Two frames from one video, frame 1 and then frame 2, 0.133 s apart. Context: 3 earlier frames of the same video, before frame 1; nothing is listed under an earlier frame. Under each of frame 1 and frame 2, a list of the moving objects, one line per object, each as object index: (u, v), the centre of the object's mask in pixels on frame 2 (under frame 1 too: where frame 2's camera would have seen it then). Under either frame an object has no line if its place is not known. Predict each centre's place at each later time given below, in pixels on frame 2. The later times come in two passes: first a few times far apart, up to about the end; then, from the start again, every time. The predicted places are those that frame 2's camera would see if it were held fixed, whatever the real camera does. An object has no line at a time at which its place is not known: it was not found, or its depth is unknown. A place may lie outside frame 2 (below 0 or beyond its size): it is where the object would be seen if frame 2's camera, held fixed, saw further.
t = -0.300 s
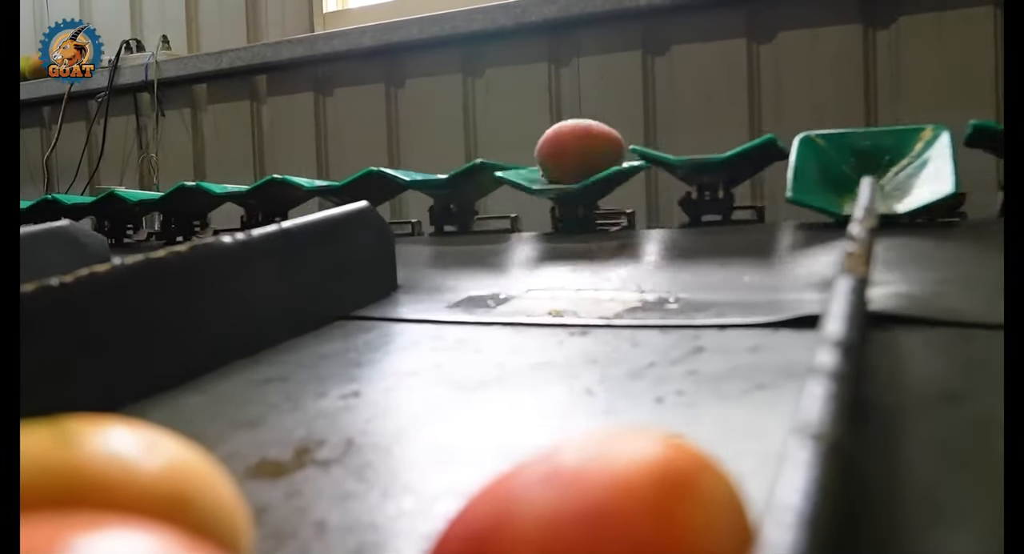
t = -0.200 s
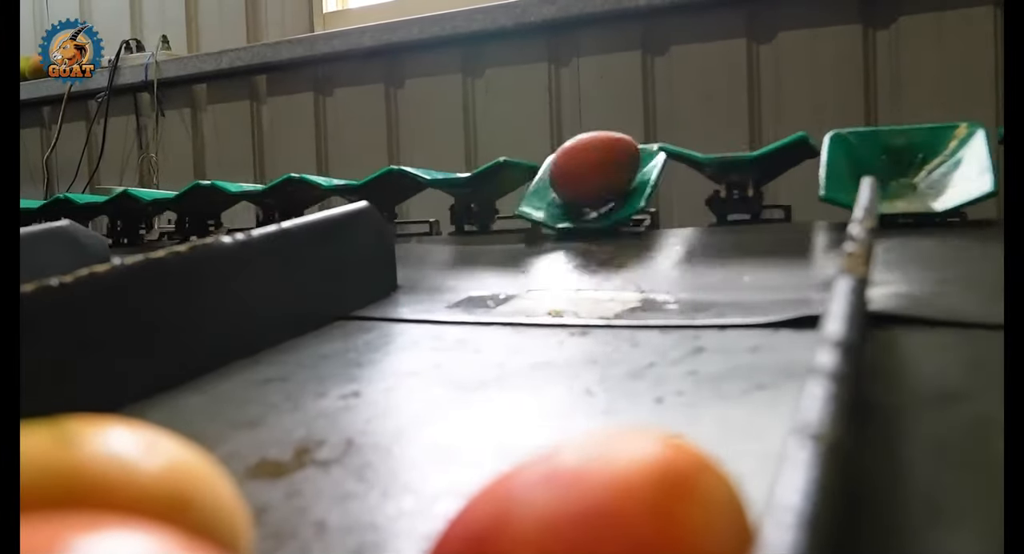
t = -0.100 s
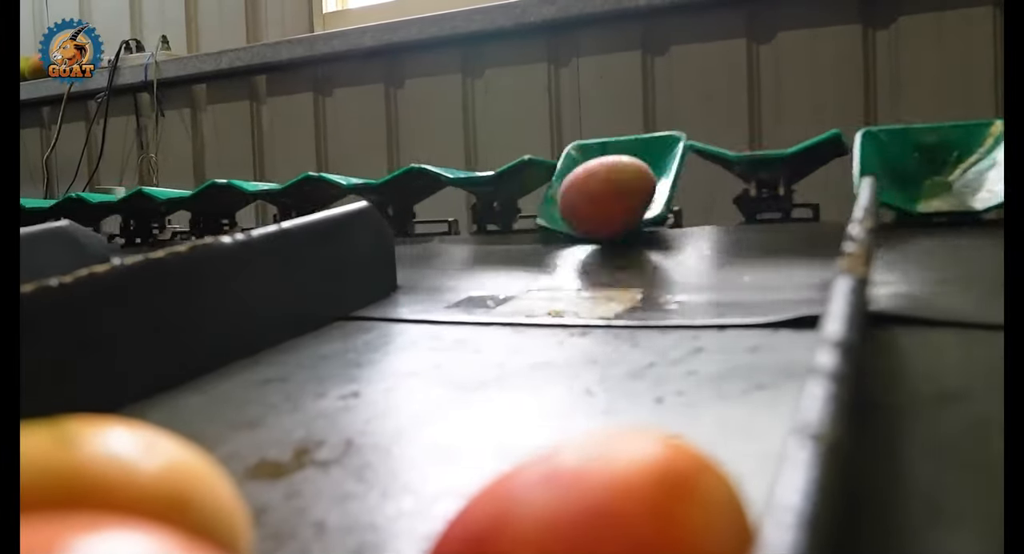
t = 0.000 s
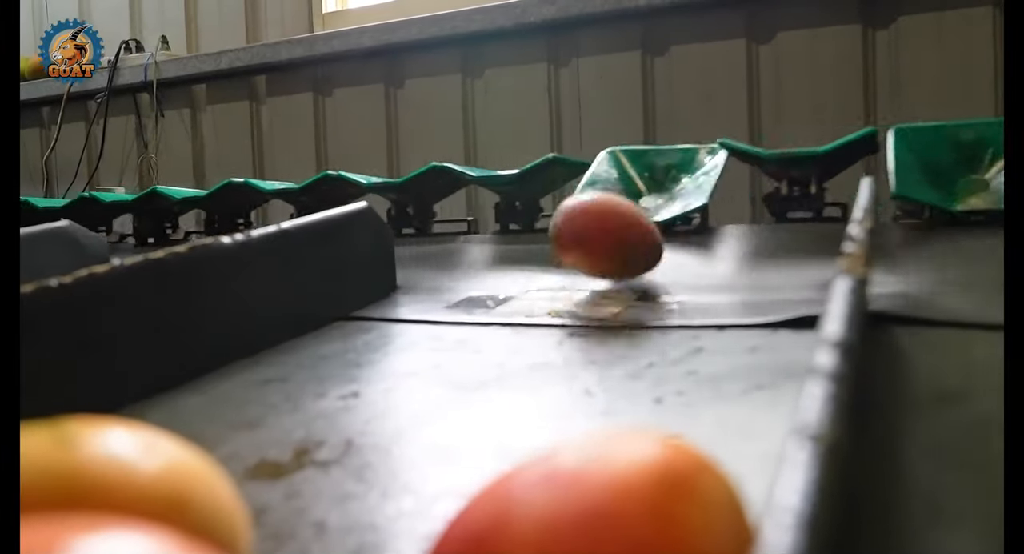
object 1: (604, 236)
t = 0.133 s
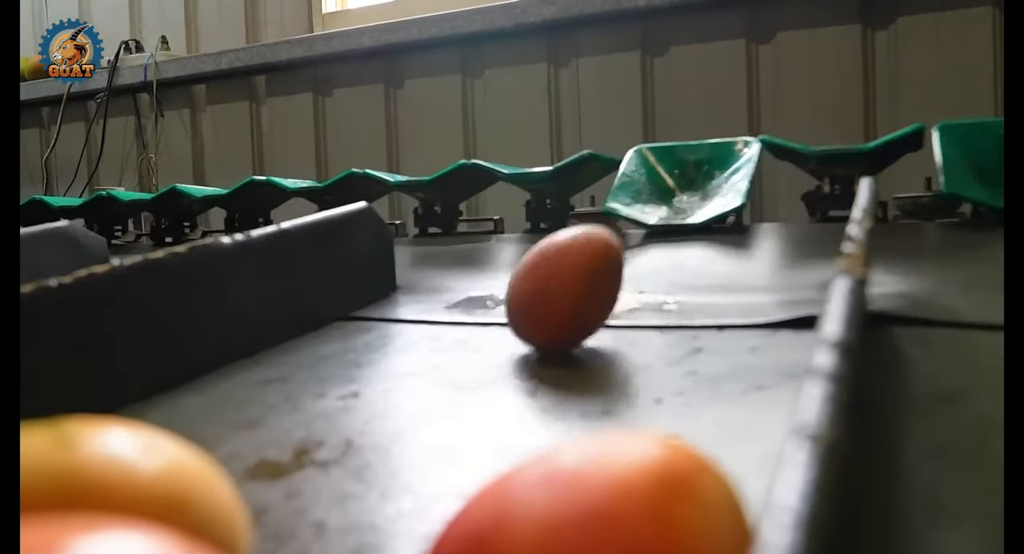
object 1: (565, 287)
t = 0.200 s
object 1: (533, 312)
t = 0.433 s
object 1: (281, 417)
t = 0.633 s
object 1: (328, 453)
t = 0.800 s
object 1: (334, 463)
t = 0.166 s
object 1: (550, 303)
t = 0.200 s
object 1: (533, 312)
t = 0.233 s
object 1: (516, 340)
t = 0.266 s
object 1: (485, 340)
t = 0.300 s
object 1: (446, 350)
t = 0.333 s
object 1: (402, 392)
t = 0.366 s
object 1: (357, 420)
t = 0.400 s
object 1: (311, 419)
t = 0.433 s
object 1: (281, 417)
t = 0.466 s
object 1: (284, 404)
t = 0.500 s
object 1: (293, 412)
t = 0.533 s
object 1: (313, 436)
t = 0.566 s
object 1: (332, 469)
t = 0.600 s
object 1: (332, 462)
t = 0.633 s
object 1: (328, 453)
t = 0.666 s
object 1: (333, 456)
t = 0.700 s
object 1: (340, 464)
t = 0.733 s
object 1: (342, 459)
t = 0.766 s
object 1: (340, 461)
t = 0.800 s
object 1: (334, 463)
